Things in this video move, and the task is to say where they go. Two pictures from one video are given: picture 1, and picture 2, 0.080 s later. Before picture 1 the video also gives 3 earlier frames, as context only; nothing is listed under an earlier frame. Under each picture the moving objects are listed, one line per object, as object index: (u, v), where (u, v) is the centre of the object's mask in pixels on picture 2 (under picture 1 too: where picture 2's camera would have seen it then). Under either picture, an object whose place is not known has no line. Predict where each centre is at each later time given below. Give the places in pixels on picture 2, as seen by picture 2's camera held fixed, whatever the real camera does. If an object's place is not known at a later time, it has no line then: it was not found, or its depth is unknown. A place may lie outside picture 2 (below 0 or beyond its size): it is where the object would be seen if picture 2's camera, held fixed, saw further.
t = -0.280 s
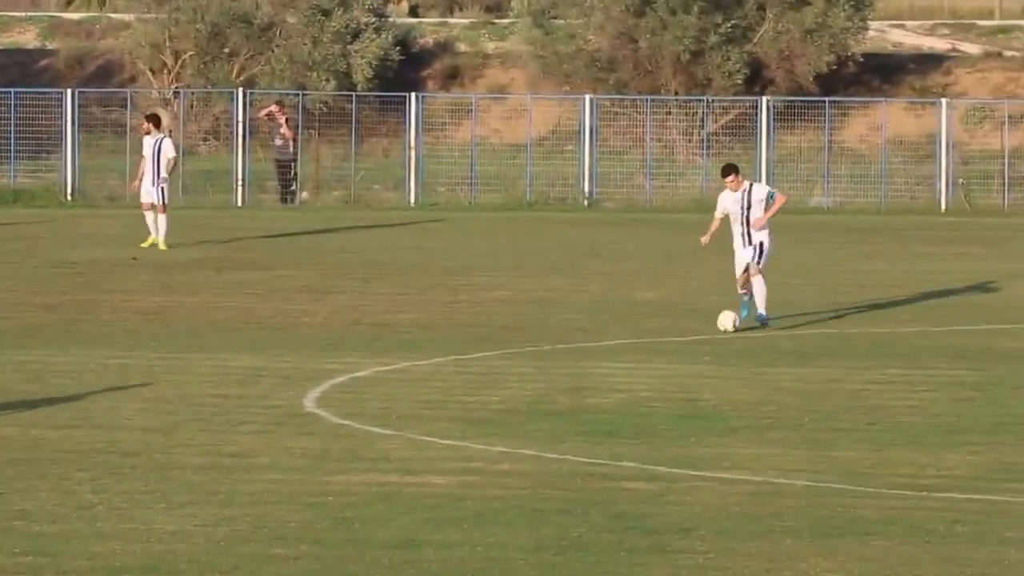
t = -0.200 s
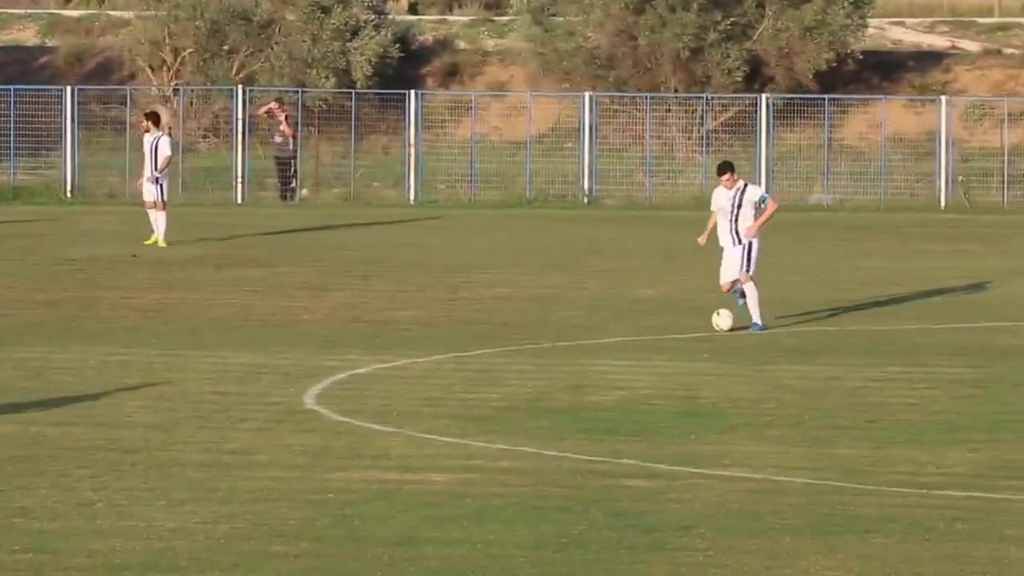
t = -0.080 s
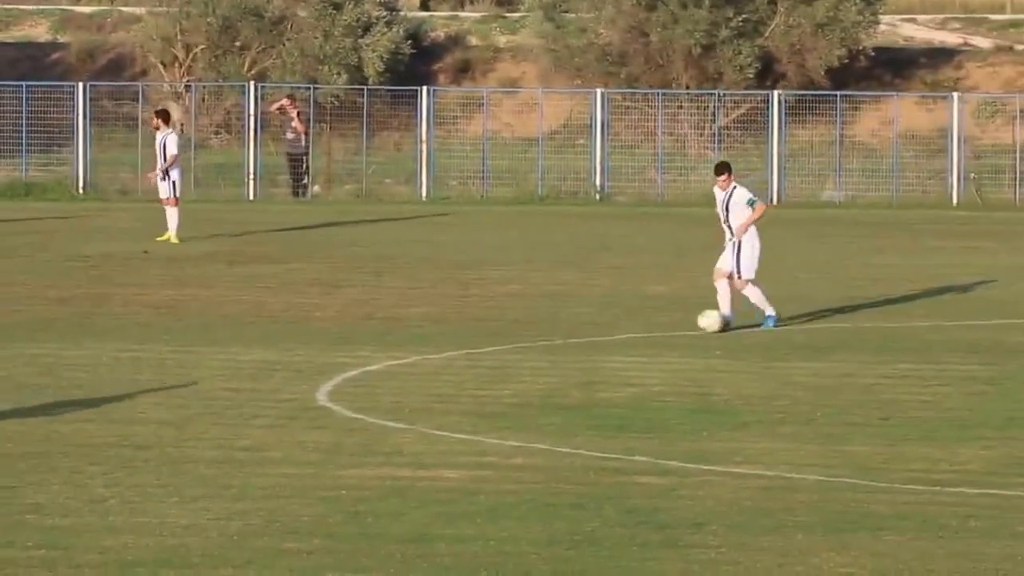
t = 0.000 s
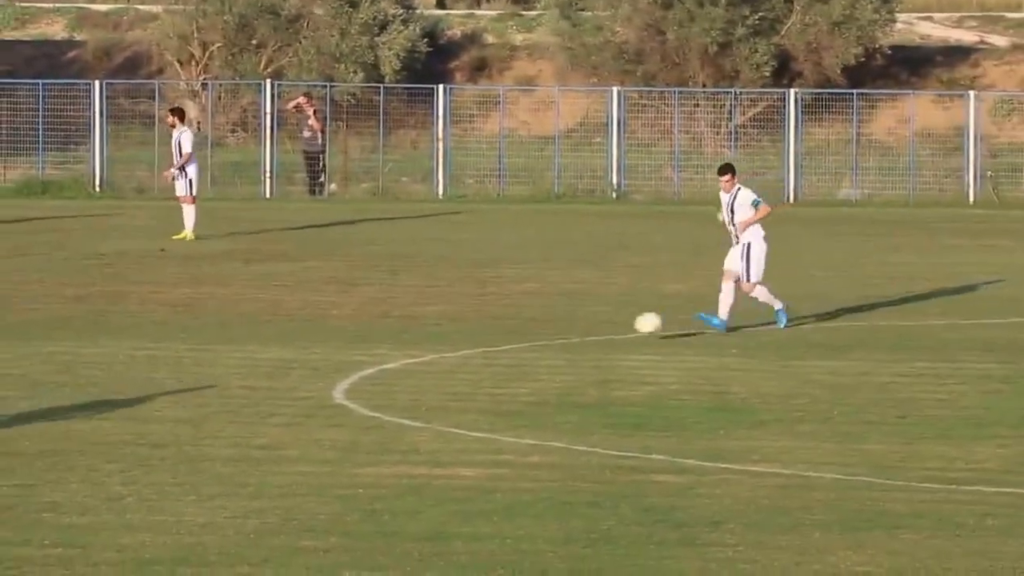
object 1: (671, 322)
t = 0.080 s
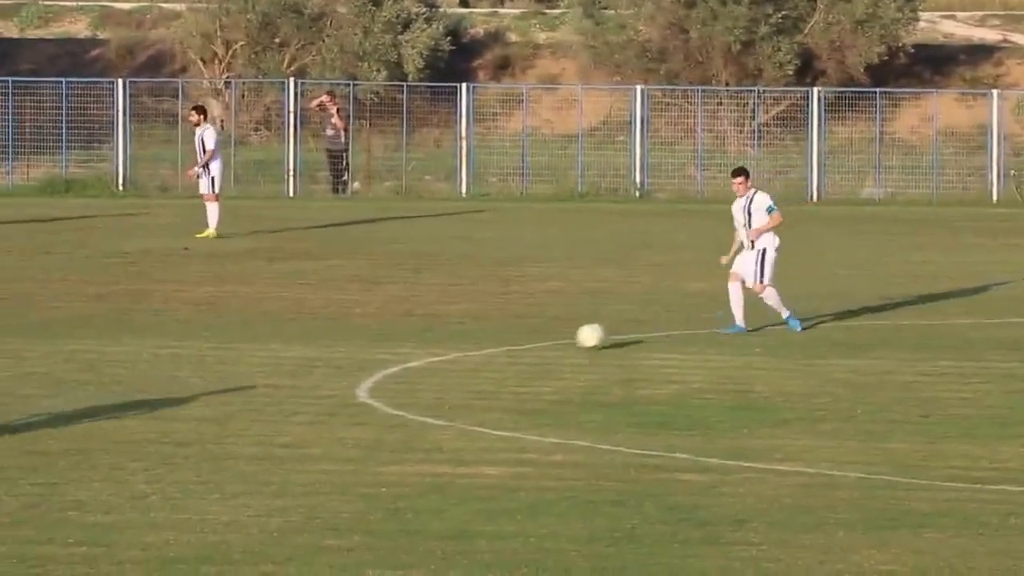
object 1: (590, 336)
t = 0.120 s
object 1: (548, 344)
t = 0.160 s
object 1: (508, 351)
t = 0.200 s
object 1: (468, 353)
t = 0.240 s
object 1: (429, 356)
